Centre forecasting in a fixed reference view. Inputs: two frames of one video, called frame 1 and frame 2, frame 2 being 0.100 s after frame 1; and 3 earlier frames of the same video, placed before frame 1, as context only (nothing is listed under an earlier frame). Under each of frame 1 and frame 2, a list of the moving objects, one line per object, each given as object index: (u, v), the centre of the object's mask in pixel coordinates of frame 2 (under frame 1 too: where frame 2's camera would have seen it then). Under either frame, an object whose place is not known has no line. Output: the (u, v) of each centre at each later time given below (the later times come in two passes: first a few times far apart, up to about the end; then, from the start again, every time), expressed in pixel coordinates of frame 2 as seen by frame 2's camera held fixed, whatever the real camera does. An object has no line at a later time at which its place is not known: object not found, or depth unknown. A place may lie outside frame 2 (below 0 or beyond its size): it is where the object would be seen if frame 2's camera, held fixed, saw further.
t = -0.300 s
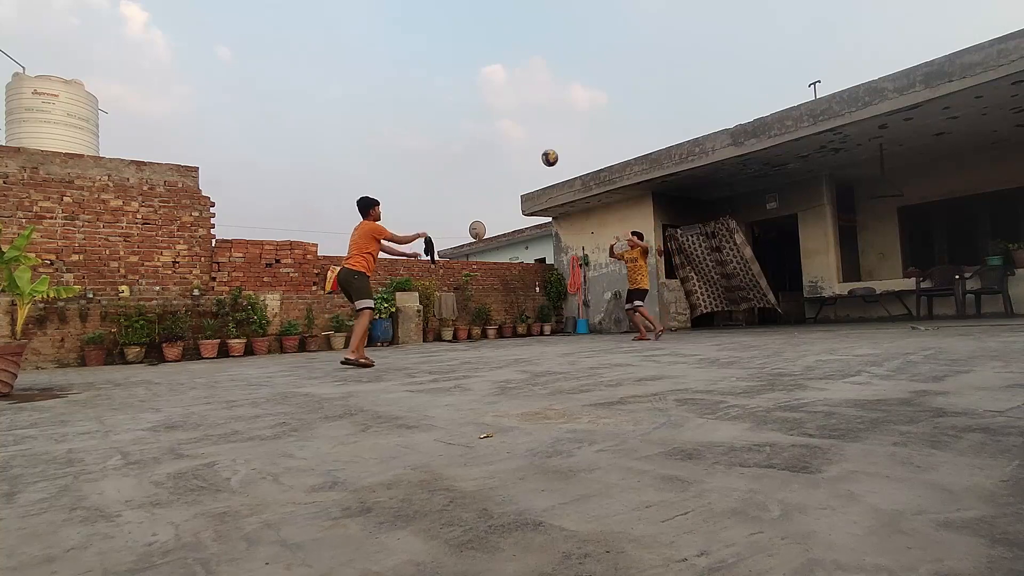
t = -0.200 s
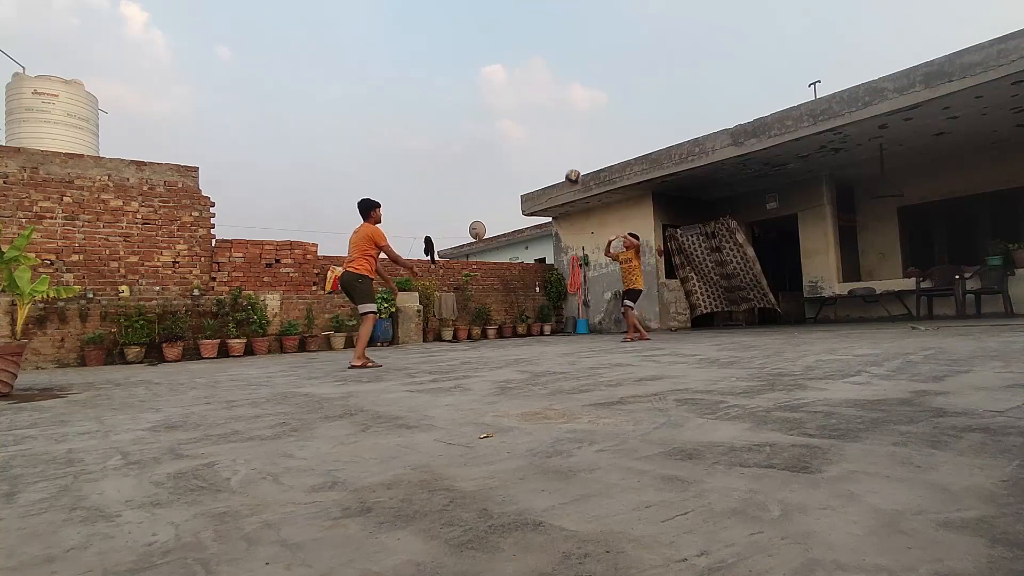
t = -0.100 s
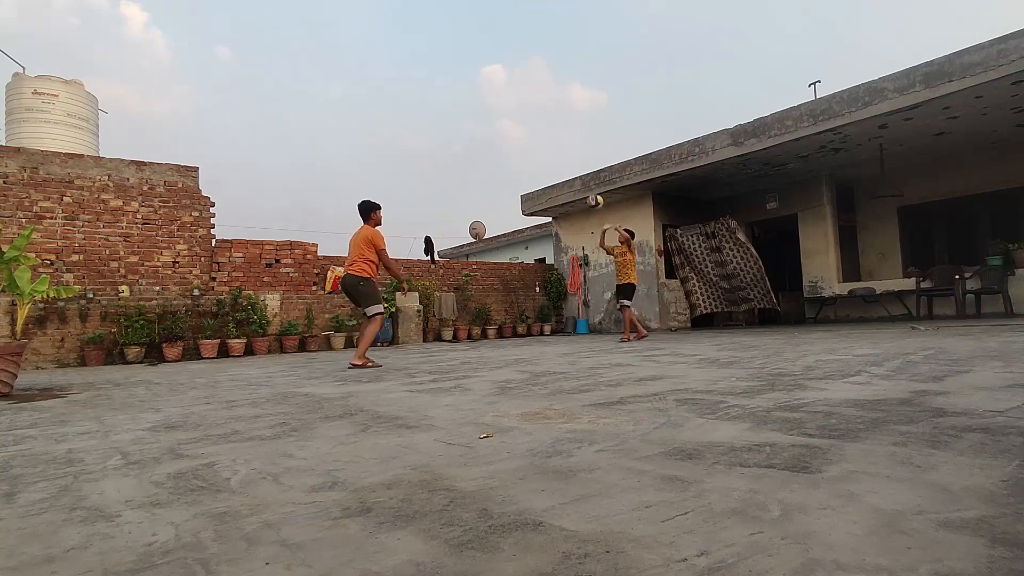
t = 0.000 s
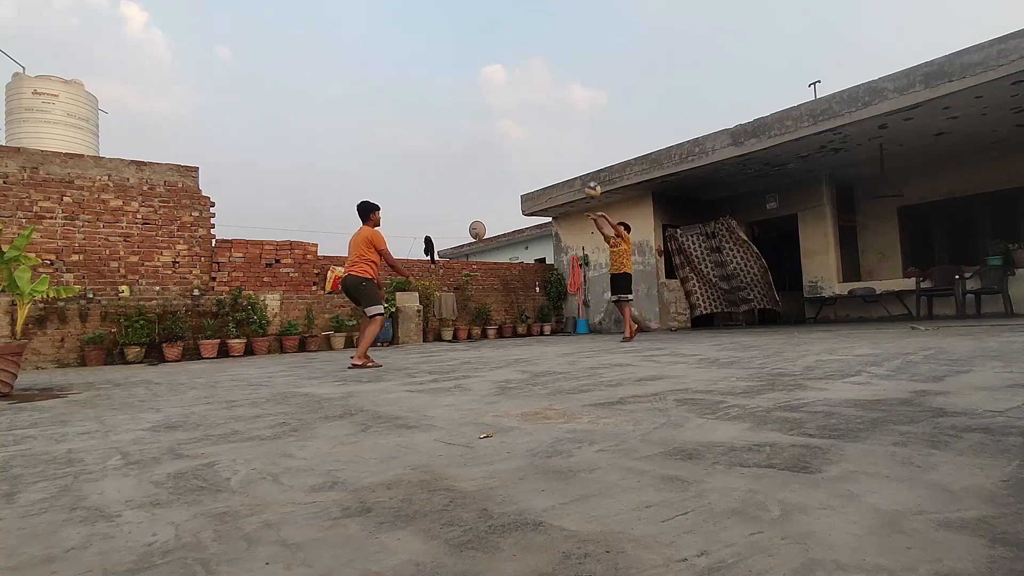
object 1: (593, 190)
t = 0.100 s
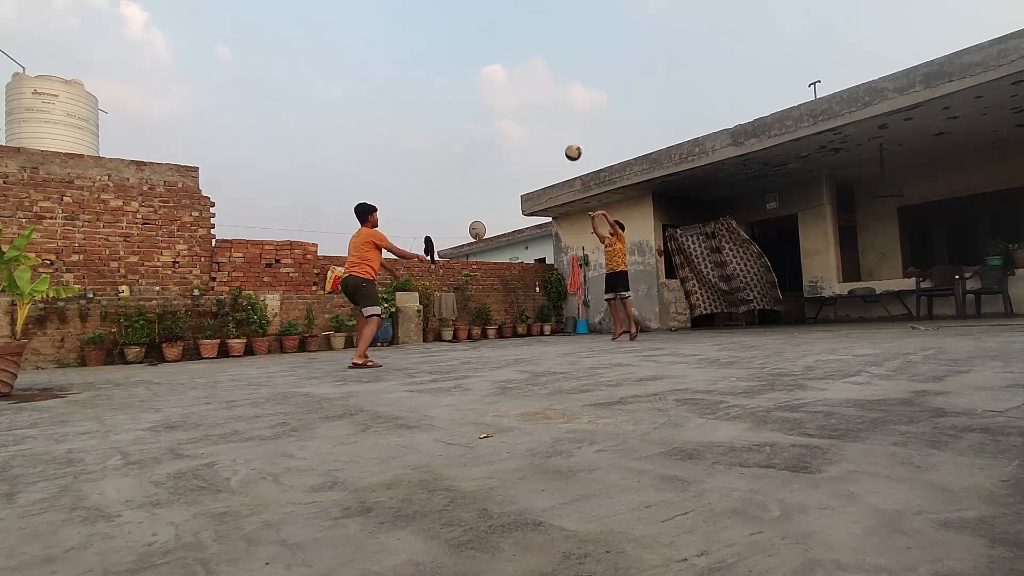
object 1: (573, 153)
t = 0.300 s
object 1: (535, 93)
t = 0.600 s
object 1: (472, 55)
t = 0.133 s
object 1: (567, 141)
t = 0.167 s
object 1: (560, 130)
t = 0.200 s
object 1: (554, 120)
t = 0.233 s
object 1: (548, 110)
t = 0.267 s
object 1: (541, 101)
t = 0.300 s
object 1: (535, 93)
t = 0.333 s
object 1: (528, 86)
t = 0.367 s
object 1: (521, 79)
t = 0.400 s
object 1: (514, 73)
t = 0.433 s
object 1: (507, 68)
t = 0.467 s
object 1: (500, 63)
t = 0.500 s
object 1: (493, 60)
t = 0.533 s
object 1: (486, 57)
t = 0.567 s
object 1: (479, 56)
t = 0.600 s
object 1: (472, 55)
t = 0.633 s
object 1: (464, 55)
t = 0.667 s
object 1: (456, 56)
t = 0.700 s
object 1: (448, 59)
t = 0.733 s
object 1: (441, 62)
